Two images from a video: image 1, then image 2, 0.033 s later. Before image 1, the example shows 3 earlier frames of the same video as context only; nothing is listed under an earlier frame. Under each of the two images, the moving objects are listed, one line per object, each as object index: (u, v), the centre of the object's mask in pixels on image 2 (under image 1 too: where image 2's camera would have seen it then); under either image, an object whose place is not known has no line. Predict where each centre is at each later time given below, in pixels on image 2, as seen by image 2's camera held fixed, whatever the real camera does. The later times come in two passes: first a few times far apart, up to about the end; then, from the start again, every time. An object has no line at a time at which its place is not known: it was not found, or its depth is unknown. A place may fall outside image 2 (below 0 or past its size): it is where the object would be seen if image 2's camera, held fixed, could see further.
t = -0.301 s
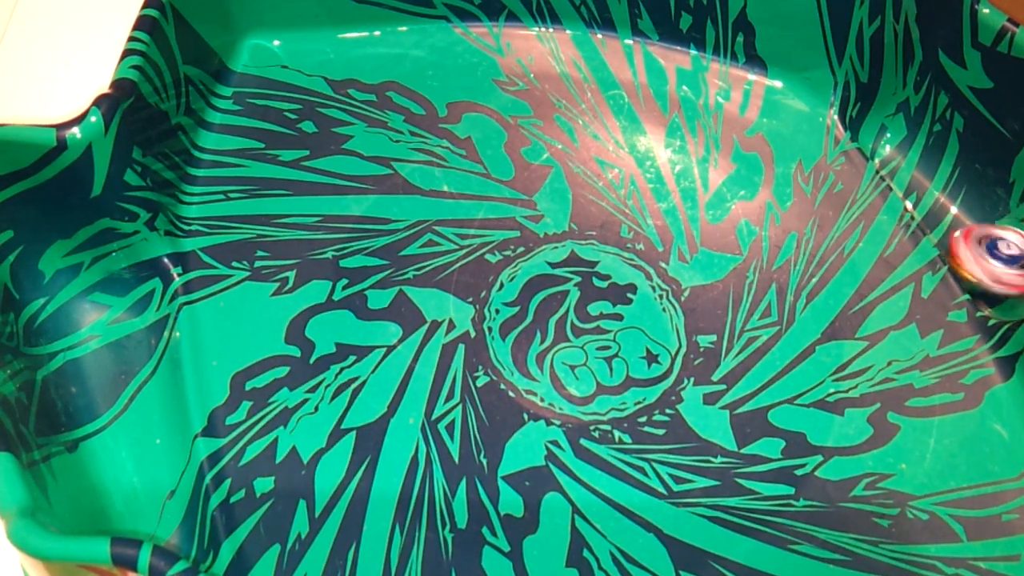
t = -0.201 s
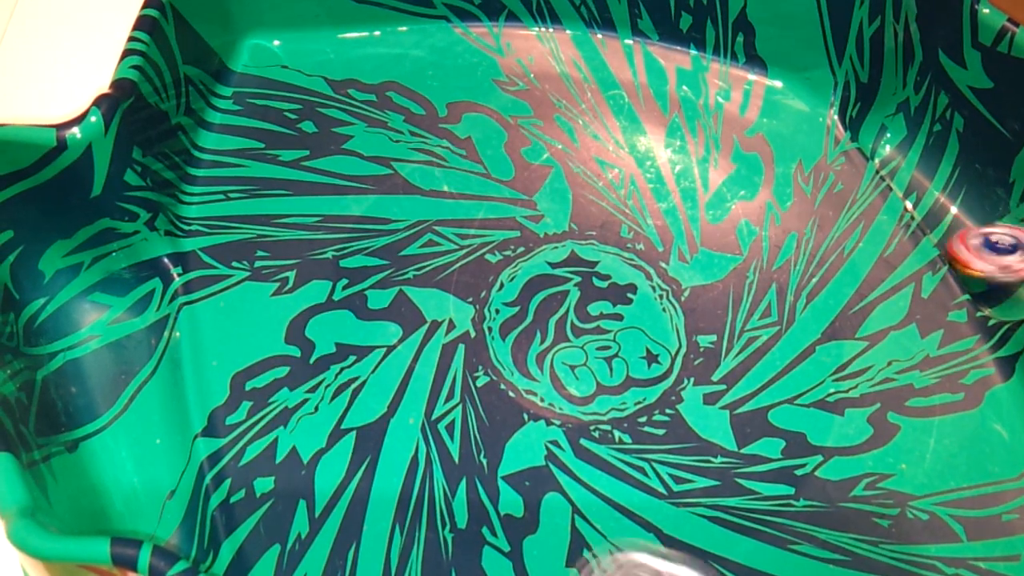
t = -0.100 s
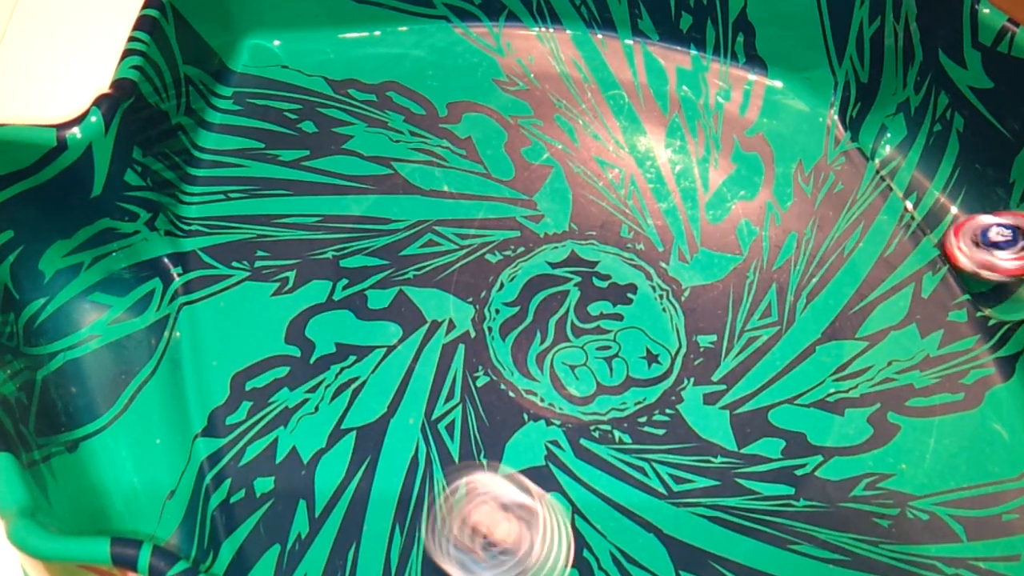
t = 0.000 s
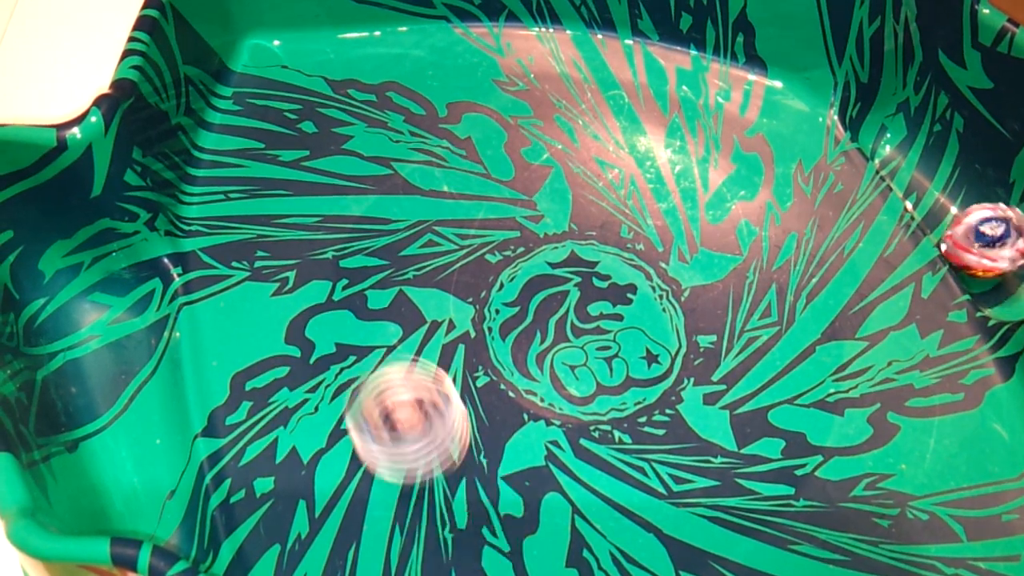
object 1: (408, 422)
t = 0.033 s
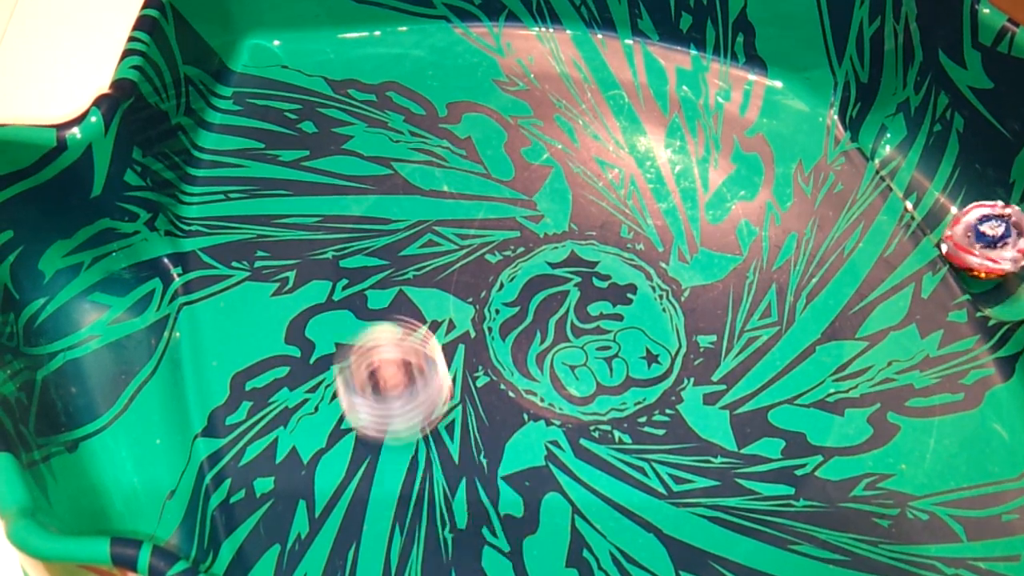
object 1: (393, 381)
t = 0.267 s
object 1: (463, 149)
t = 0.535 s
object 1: (742, 103)
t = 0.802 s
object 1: (878, 350)
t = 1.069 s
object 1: (568, 507)
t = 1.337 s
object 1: (331, 281)
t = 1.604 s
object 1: (418, 70)
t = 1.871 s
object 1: (686, 144)
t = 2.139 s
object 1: (763, 431)
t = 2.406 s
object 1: (441, 541)
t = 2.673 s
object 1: (289, 292)
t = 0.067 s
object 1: (386, 341)
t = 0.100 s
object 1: (385, 303)
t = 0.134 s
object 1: (391, 268)
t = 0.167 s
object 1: (403, 234)
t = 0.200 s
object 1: (418, 202)
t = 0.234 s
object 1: (438, 174)
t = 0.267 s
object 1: (463, 149)
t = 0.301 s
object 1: (492, 129)
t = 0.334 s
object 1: (524, 113)
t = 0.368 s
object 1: (557, 102)
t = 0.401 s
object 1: (592, 94)
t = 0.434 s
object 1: (628, 90)
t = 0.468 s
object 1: (665, 90)
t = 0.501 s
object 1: (706, 94)
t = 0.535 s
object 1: (742, 103)
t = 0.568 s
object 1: (777, 119)
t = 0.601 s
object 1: (808, 139)
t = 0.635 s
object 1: (834, 165)
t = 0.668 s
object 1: (858, 197)
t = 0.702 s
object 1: (874, 231)
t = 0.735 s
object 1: (884, 270)
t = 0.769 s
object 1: (885, 308)
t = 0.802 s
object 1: (878, 350)
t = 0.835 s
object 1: (861, 390)
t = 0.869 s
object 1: (838, 426)
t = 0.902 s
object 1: (805, 457)
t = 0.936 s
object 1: (765, 483)
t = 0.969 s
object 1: (718, 502)
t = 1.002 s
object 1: (669, 512)
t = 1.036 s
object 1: (618, 515)
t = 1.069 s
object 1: (568, 507)
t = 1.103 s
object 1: (520, 494)
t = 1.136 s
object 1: (476, 476)
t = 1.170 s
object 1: (435, 451)
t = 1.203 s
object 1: (401, 423)
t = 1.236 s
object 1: (372, 389)
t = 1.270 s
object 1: (350, 354)
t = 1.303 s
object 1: (338, 317)
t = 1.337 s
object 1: (331, 281)
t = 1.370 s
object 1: (331, 246)
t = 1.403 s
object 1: (334, 213)
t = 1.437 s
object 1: (340, 181)
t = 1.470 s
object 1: (348, 153)
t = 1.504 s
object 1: (359, 125)
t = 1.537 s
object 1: (373, 102)
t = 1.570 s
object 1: (394, 84)
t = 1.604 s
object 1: (418, 70)
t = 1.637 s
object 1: (444, 63)
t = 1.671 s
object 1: (474, 61)
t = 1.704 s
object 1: (507, 67)
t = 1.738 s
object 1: (544, 76)
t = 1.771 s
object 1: (577, 85)
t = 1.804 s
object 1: (613, 100)
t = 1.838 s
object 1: (651, 120)
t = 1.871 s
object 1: (686, 144)
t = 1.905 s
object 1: (714, 170)
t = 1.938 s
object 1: (746, 204)
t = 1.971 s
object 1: (766, 235)
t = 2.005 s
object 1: (780, 273)
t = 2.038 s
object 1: (785, 311)
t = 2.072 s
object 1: (785, 351)
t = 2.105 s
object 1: (778, 393)
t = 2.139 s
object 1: (763, 431)
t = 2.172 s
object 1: (742, 467)
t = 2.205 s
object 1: (711, 498)
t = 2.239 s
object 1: (674, 524)
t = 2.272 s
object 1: (632, 538)
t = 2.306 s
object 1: (585, 546)
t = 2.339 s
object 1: (534, 548)
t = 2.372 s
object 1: (488, 547)
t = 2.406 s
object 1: (441, 541)
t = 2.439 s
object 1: (397, 527)
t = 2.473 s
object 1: (357, 502)
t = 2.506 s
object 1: (326, 474)
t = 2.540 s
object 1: (302, 438)
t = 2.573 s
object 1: (286, 401)
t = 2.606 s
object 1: (278, 362)
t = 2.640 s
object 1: (281, 327)
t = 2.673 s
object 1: (289, 292)
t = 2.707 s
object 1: (304, 262)
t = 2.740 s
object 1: (325, 233)
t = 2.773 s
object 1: (350, 210)
